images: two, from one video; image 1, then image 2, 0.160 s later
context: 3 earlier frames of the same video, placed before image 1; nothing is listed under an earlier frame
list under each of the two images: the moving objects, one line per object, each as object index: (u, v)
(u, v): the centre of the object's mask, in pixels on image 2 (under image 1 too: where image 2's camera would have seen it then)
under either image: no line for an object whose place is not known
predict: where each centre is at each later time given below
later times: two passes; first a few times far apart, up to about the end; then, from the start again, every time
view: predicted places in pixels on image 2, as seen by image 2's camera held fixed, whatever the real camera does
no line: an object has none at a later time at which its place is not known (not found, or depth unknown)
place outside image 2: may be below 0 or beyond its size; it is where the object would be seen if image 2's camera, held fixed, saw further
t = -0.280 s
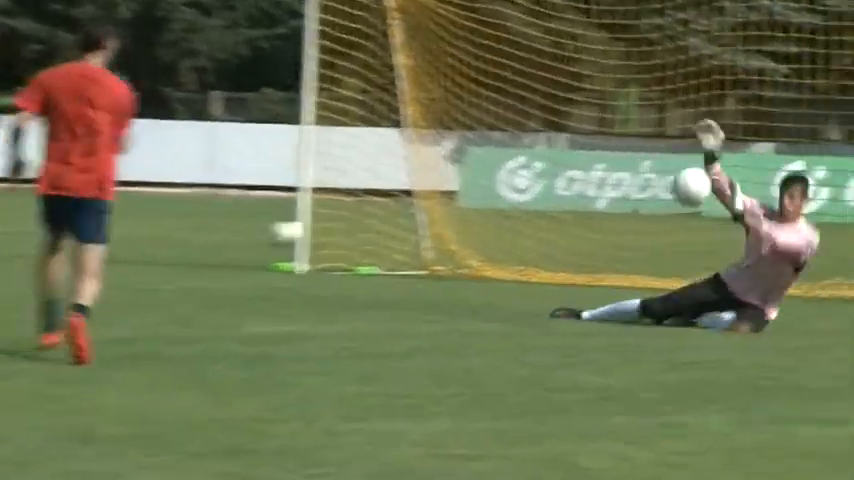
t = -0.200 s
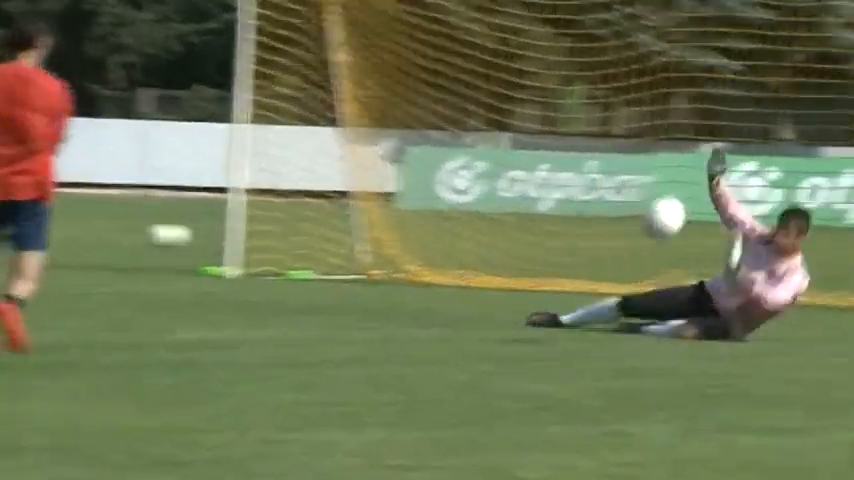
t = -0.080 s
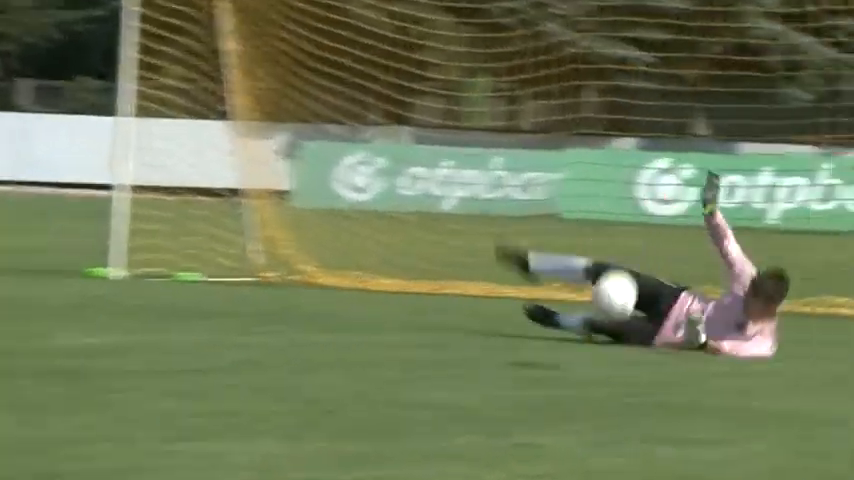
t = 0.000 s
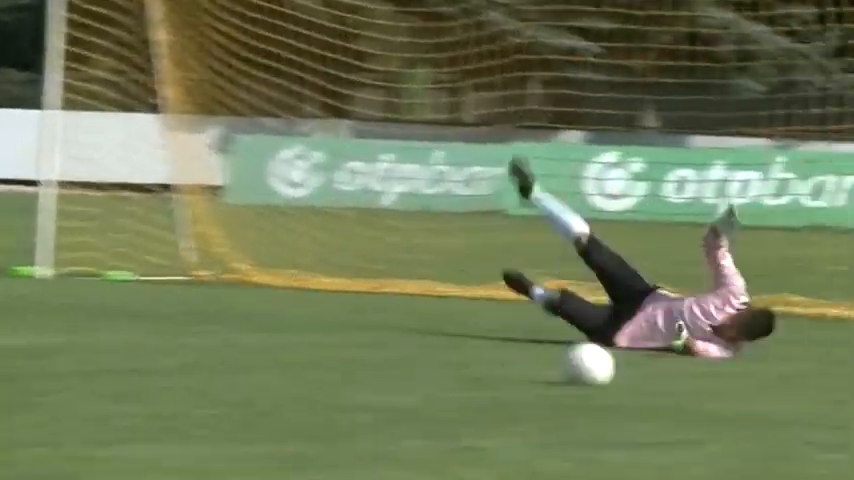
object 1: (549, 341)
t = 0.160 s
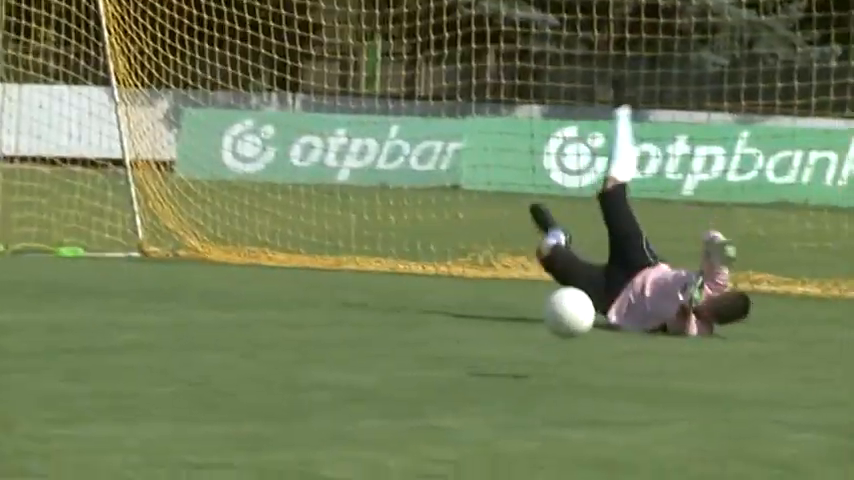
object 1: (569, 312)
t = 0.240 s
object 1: (576, 320)
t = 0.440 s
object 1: (597, 376)
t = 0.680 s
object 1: (635, 402)
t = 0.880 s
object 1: (674, 417)
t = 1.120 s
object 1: (732, 461)
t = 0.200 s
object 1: (573, 314)
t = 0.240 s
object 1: (576, 320)
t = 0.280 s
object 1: (580, 329)
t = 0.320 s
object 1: (584, 344)
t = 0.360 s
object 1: (588, 363)
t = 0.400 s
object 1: (592, 382)
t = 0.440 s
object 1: (597, 376)
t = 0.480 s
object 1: (603, 369)
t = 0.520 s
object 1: (610, 367)
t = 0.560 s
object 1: (616, 370)
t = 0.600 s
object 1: (623, 375)
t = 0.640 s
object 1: (629, 387)
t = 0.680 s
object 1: (635, 402)
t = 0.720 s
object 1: (643, 418)
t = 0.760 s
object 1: (650, 416)
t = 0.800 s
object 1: (658, 412)
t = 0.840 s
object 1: (666, 412)
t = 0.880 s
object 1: (674, 417)
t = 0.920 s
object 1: (683, 428)
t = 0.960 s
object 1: (691, 442)
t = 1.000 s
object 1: (700, 453)
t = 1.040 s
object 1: (710, 452)
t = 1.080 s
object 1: (720, 455)
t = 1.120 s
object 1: (732, 461)
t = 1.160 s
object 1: (743, 471)
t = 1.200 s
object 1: (754, 475)
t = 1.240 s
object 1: (764, 477)
